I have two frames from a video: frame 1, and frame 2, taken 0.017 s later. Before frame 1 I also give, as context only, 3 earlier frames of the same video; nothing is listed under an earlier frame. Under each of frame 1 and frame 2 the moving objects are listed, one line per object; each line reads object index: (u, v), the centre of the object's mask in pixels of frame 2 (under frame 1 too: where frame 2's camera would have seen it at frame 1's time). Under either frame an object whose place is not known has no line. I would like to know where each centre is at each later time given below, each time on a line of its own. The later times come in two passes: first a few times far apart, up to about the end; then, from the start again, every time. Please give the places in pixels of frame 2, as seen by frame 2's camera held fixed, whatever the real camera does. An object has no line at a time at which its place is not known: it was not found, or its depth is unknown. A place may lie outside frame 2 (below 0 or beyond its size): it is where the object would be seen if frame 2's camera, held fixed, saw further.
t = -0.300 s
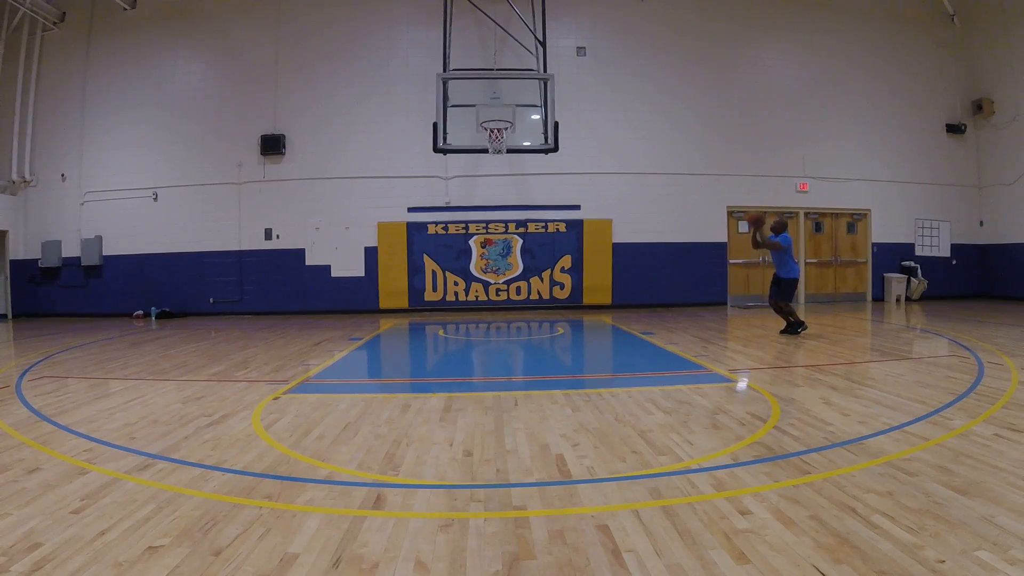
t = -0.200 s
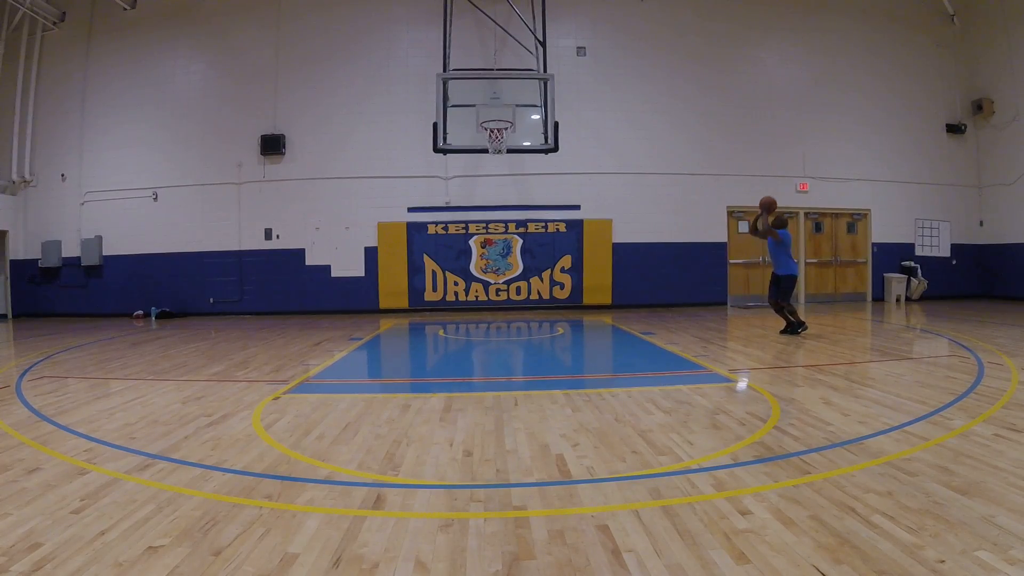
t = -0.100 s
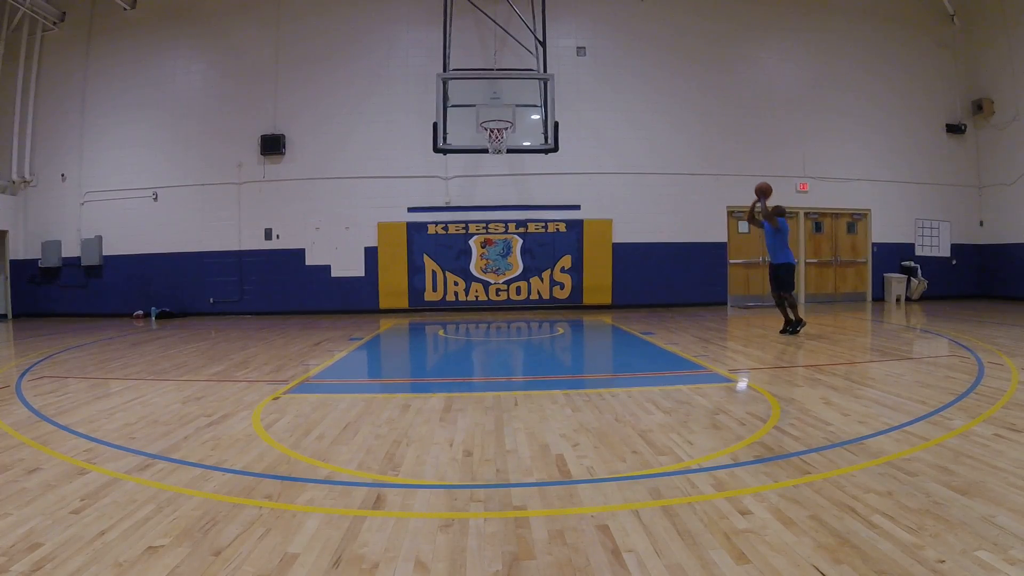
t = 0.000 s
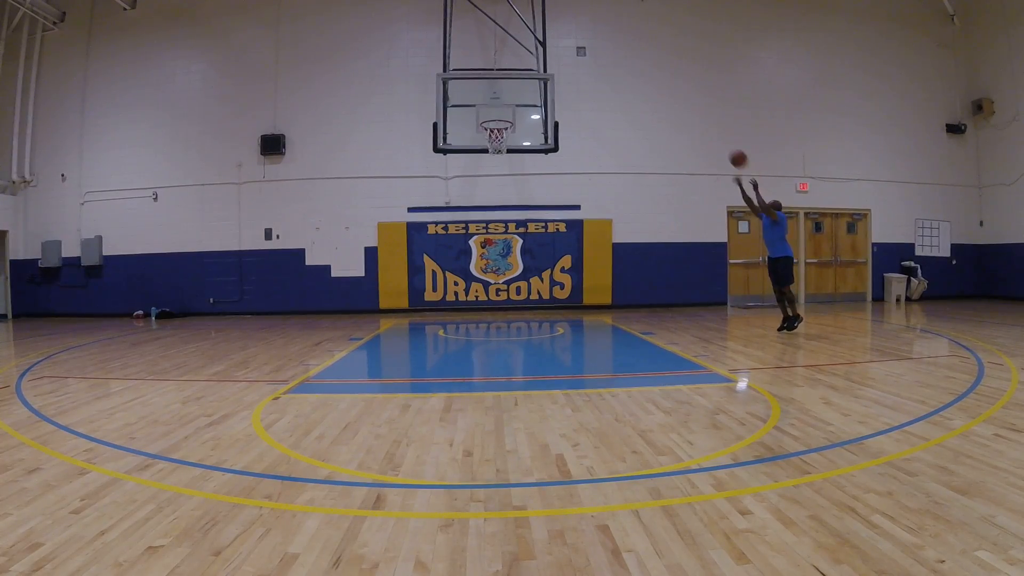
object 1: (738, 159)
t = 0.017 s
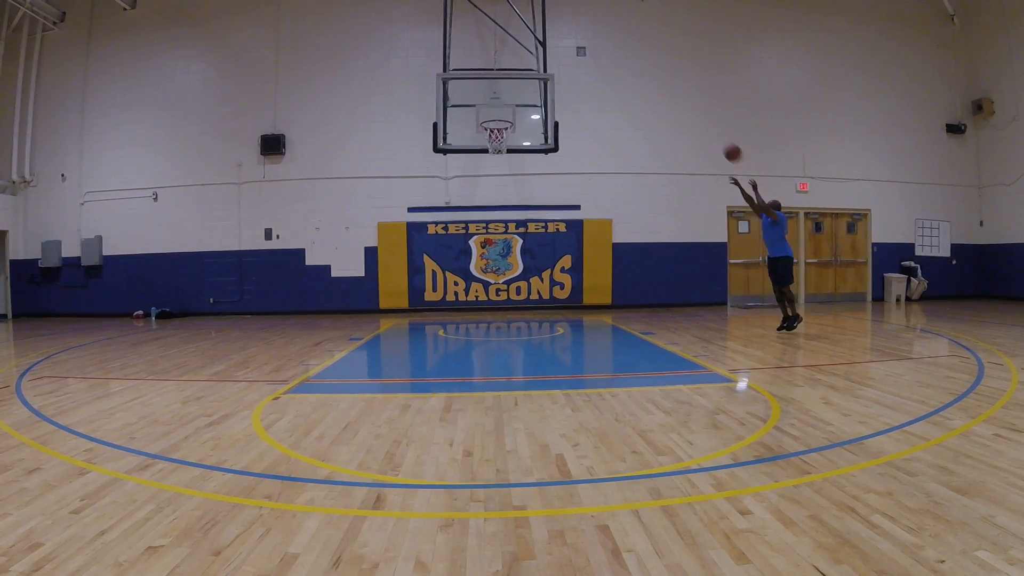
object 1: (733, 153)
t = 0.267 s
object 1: (651, 90)
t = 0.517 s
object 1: (578, 74)
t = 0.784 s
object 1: (507, 102)
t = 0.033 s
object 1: (727, 147)
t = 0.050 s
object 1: (721, 142)
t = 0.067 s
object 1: (716, 136)
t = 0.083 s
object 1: (710, 131)
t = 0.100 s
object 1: (705, 126)
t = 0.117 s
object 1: (699, 122)
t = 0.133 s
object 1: (694, 118)
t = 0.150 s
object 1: (689, 113)
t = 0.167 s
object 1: (683, 109)
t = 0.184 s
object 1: (678, 106)
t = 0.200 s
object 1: (673, 102)
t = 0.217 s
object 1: (668, 98)
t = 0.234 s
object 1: (662, 96)
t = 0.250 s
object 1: (657, 93)
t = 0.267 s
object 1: (651, 90)
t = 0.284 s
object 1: (646, 88)
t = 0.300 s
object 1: (641, 85)
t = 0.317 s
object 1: (636, 84)
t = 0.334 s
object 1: (631, 82)
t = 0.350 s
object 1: (626, 80)
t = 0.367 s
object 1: (621, 79)
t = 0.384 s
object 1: (616, 77)
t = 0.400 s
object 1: (611, 76)
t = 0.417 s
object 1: (606, 75)
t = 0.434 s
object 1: (601, 75)
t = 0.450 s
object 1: (597, 75)
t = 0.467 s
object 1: (592, 74)
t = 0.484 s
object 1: (587, 74)
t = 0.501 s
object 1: (583, 74)
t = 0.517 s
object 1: (578, 74)
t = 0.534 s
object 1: (573, 75)
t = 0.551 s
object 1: (568, 75)
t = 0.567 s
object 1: (564, 76)
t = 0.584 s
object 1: (559, 77)
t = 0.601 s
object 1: (555, 78)
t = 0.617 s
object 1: (551, 79)
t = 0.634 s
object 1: (547, 80)
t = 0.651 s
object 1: (542, 82)
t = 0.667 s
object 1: (538, 84)
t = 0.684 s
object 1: (533, 86)
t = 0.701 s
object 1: (528, 89)
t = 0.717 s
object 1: (524, 91)
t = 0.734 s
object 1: (520, 94)
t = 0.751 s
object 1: (515, 96)
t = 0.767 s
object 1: (511, 99)
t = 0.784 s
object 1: (507, 102)
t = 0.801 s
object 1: (502, 105)
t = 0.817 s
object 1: (499, 109)
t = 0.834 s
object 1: (495, 111)
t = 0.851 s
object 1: (493, 113)
